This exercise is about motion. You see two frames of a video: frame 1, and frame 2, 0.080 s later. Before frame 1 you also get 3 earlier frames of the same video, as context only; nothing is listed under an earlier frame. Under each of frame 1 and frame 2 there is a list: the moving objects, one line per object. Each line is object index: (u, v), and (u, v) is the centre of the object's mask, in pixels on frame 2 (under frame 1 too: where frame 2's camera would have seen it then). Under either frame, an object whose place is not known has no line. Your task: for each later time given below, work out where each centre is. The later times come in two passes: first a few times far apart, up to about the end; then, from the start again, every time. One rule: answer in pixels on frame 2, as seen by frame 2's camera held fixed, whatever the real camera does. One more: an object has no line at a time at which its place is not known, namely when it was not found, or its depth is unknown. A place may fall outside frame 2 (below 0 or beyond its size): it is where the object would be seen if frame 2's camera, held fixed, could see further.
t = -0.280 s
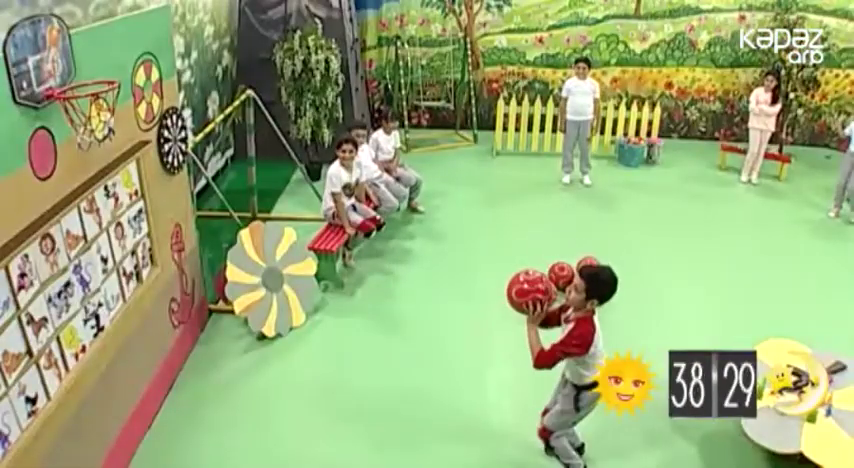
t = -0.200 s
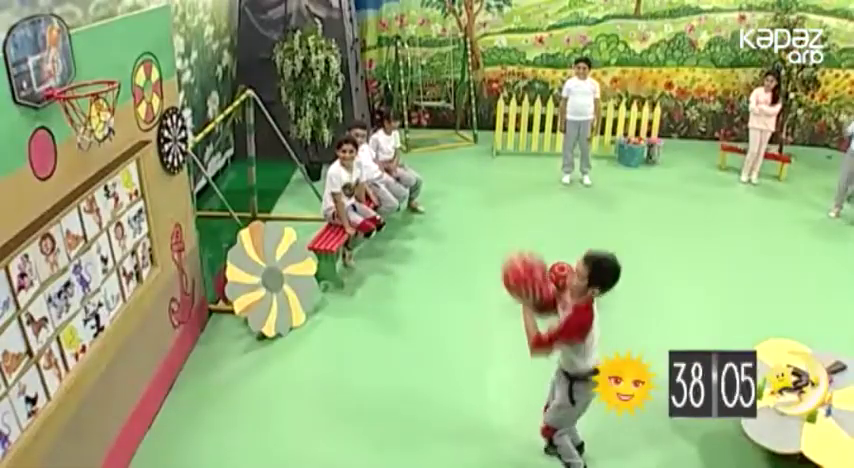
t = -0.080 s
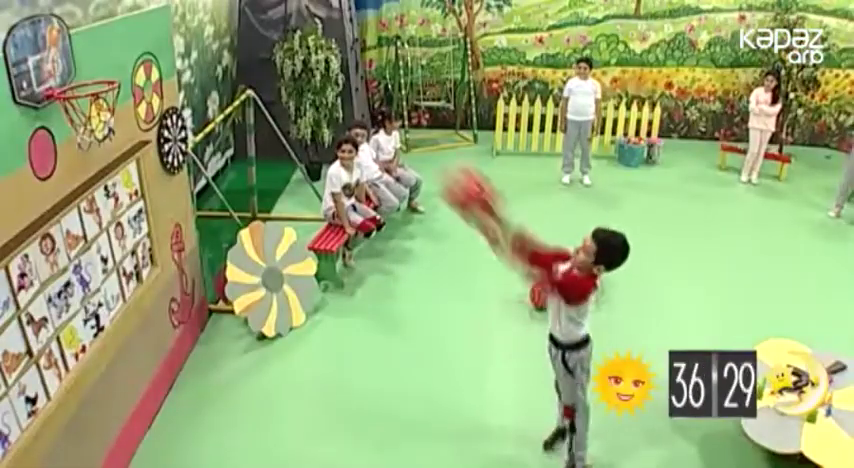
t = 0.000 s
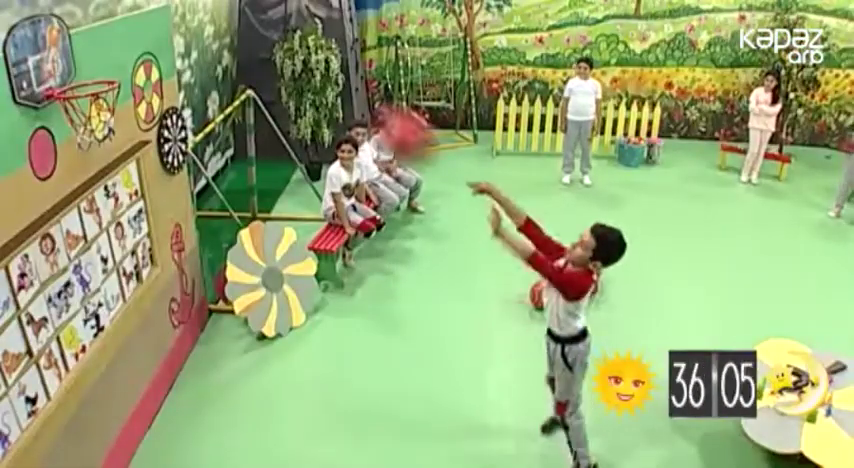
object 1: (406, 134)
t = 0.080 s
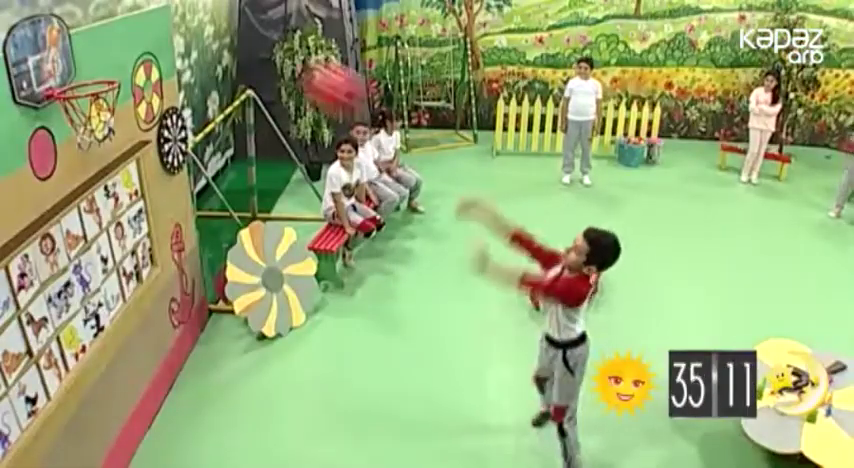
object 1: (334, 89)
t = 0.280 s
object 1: (166, 45)
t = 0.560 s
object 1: (76, 42)
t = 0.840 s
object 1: (123, 84)
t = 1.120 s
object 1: (172, 231)
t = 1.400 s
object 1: (204, 306)
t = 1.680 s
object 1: (200, 209)
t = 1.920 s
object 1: (210, 211)
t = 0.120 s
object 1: (297, 70)
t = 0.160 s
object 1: (264, 59)
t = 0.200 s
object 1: (235, 51)
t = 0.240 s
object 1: (197, 46)
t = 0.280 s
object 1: (166, 45)
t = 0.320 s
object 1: (133, 49)
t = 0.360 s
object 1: (105, 56)
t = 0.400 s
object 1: (78, 67)
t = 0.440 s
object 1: (63, 68)
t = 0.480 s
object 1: (64, 56)
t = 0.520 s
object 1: (69, 47)
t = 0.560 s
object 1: (76, 42)
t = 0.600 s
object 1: (82, 41)
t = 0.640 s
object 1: (88, 43)
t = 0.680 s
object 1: (96, 49)
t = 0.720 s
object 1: (103, 57)
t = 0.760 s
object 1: (109, 63)
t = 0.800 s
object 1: (115, 72)
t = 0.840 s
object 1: (123, 84)
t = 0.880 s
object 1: (128, 100)
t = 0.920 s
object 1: (134, 114)
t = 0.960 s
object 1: (142, 137)
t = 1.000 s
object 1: (148, 157)
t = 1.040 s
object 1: (157, 181)
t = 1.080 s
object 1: (164, 203)
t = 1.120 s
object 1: (172, 231)
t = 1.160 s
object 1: (181, 257)
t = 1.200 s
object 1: (186, 287)
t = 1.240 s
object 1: (194, 313)
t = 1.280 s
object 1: (202, 337)
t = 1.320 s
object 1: (206, 355)
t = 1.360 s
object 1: (207, 331)
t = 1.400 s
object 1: (204, 306)
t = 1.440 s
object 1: (201, 287)
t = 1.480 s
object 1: (200, 266)
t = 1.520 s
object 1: (199, 252)
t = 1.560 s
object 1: (199, 237)
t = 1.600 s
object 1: (199, 225)
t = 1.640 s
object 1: (199, 215)
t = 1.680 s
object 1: (200, 209)
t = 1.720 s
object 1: (201, 204)
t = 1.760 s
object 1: (203, 201)
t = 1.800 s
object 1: (204, 201)
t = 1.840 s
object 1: (205, 202)
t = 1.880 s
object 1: (208, 206)
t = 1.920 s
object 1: (210, 211)
